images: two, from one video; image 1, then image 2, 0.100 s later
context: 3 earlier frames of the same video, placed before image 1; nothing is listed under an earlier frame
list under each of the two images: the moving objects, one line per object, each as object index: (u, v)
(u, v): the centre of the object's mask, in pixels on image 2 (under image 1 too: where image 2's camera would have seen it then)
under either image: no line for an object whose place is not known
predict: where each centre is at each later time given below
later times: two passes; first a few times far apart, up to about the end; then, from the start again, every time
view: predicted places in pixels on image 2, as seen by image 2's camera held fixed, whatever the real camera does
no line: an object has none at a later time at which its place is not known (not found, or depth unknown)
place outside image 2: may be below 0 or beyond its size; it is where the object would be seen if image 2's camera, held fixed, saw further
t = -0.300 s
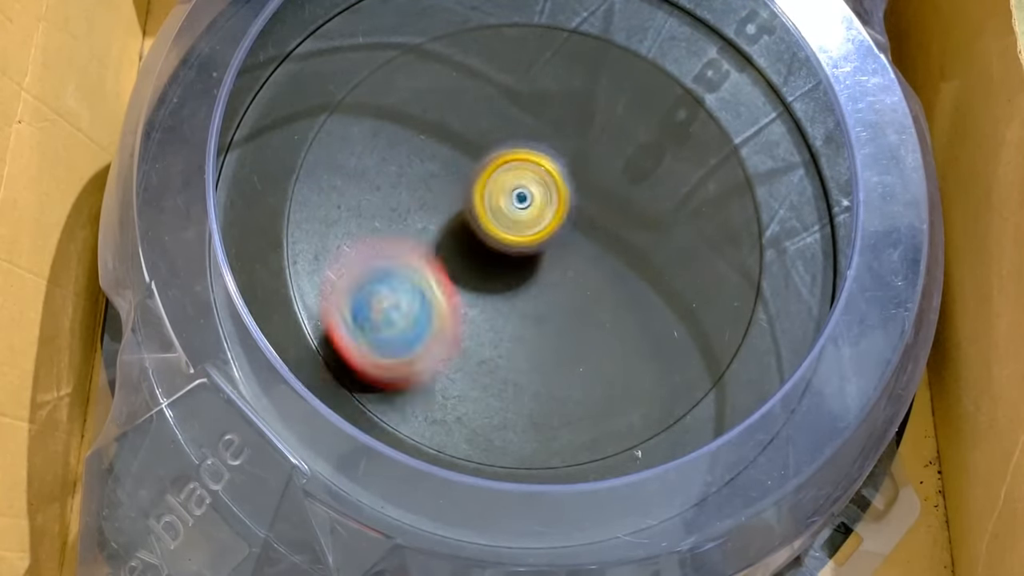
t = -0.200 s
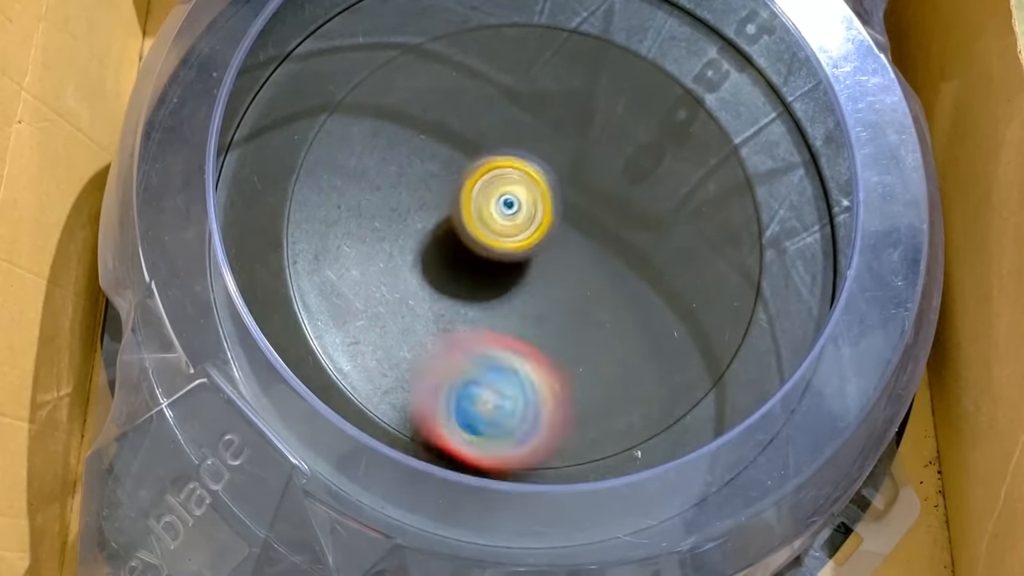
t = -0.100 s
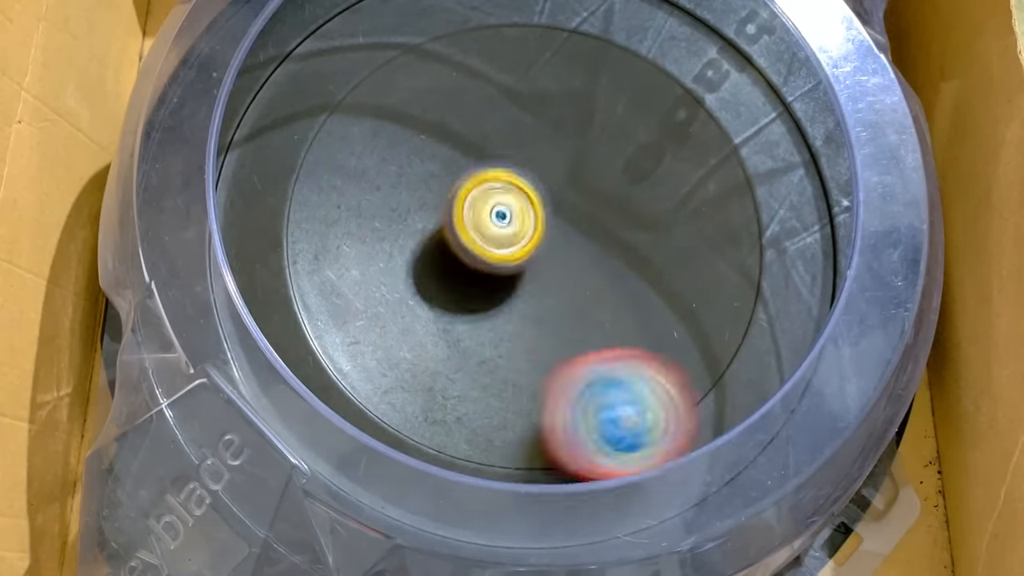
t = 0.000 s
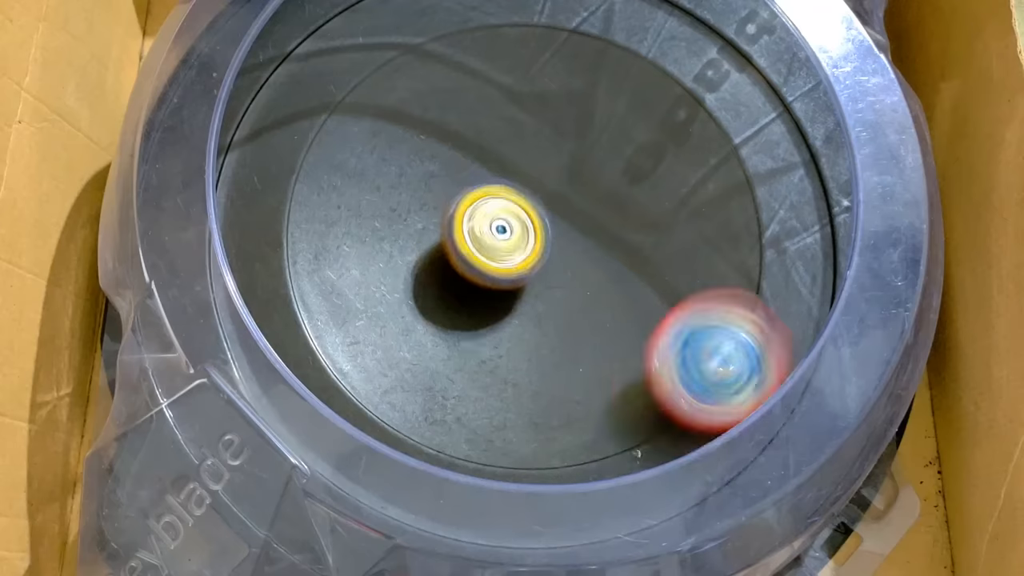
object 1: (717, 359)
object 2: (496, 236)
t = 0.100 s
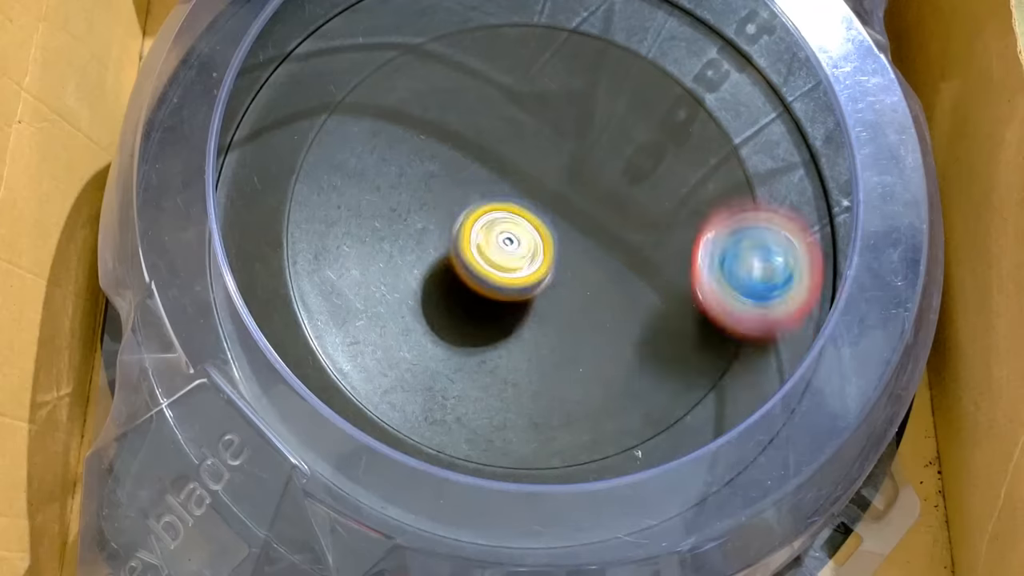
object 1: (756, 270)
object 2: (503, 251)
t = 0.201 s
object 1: (732, 169)
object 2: (517, 260)
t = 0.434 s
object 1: (492, 73)
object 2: (554, 254)
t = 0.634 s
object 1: (335, 234)
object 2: (564, 227)
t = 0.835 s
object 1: (455, 407)
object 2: (543, 203)
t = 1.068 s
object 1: (678, 319)
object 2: (506, 209)
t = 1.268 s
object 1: (633, 110)
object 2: (500, 235)
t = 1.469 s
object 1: (432, 70)
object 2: (519, 258)
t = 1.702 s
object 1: (358, 257)
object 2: (554, 251)
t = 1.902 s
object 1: (544, 350)
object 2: (561, 224)
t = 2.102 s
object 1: (677, 218)
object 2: (538, 204)
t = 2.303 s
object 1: (594, 83)
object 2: (509, 209)
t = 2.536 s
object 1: (427, 145)
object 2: (501, 242)
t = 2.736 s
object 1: (393, 195)
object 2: (593, 371)
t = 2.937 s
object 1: (387, 211)
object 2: (738, 471)
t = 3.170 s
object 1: (511, 222)
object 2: (641, 429)
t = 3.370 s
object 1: (585, 154)
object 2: (560, 358)
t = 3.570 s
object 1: (592, 103)
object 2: (490, 251)
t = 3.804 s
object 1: (557, 174)
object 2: (444, 230)
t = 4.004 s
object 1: (597, 251)
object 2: (421, 255)
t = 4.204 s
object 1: (632, 290)
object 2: (466, 272)
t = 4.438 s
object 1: (613, 297)
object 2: (519, 234)
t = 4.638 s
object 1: (542, 285)
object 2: (559, 153)
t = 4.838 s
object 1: (478, 268)
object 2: (598, 156)
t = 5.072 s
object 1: (436, 249)
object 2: (596, 164)
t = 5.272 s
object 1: (458, 224)
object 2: (577, 205)
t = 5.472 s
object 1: (490, 187)
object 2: (595, 254)
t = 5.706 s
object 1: (522, 156)
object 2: (575, 270)
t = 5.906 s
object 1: (570, 112)
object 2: (499, 341)
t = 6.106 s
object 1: (612, 101)
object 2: (447, 348)
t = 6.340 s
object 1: (614, 163)
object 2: (458, 294)
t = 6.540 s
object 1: (571, 232)
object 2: (462, 233)
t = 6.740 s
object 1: (537, 285)
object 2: (464, 156)
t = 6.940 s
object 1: (497, 291)
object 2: (568, 223)
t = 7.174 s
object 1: (478, 214)
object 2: (603, 276)
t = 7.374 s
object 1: (497, 191)
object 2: (582, 263)
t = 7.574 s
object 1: (510, 188)
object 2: (559, 278)
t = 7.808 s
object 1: (541, 192)
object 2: (547, 296)
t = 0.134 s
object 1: (755, 235)
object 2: (507, 255)
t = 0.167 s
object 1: (746, 200)
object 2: (512, 258)
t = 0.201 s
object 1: (732, 169)
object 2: (517, 260)
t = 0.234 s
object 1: (710, 142)
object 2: (523, 262)
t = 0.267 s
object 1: (683, 117)
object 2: (529, 262)
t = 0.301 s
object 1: (652, 96)
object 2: (534, 263)
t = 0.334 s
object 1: (616, 81)
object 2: (541, 261)
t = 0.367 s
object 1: (575, 70)
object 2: (545, 260)
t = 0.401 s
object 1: (533, 68)
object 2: (550, 258)
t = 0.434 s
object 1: (492, 73)
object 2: (554, 254)
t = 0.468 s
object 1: (451, 85)
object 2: (559, 251)
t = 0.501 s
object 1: (417, 105)
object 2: (561, 246)
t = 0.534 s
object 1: (386, 129)
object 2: (563, 242)
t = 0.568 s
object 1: (361, 161)
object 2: (565, 236)
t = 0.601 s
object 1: (345, 197)
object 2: (564, 232)
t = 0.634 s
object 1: (335, 234)
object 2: (564, 227)
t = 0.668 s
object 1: (336, 273)
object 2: (562, 221)
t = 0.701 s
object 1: (344, 307)
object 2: (560, 216)
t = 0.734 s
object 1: (363, 344)
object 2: (557, 211)
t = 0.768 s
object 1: (387, 370)
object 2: (552, 209)
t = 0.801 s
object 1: (420, 392)
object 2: (548, 205)
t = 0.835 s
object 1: (455, 407)
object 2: (543, 203)
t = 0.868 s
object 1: (489, 415)
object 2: (538, 201)
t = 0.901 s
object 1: (527, 417)
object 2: (532, 200)
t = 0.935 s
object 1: (564, 411)
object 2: (527, 200)
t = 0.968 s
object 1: (599, 398)
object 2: (521, 201)
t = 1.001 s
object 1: (631, 378)
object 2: (515, 203)
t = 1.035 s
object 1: (658, 351)
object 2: (512, 205)
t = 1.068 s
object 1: (678, 319)
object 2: (506, 209)
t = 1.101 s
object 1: (690, 284)
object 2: (504, 212)
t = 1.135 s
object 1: (695, 246)
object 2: (500, 216)
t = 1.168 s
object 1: (690, 208)
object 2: (499, 221)
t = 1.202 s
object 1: (679, 173)
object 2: (498, 226)
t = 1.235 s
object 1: (659, 140)
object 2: (499, 231)
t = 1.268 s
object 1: (633, 110)
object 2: (500, 235)
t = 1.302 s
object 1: (604, 87)
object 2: (501, 240)
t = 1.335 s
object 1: (570, 70)
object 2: (503, 245)
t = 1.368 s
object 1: (535, 59)
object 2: (506, 249)
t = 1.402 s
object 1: (498, 56)
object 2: (510, 254)
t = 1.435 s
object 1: (465, 59)
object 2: (514, 256)
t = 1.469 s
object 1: (432, 70)
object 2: (519, 258)
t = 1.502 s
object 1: (404, 86)
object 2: (525, 260)
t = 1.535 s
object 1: (380, 108)
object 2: (532, 260)
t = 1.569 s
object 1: (361, 132)
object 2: (537, 260)
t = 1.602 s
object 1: (350, 162)
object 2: (542, 258)
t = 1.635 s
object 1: (345, 193)
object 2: (547, 257)
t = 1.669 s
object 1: (348, 225)
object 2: (551, 254)
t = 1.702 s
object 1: (358, 257)
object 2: (554, 251)
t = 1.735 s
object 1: (376, 286)
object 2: (558, 247)
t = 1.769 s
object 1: (403, 314)
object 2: (560, 242)
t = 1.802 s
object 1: (432, 333)
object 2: (562, 238)
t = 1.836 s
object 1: (469, 347)
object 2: (562, 233)
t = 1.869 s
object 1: (505, 352)
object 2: (561, 229)
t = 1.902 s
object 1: (544, 350)
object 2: (561, 224)
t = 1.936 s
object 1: (581, 341)
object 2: (558, 218)
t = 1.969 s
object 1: (613, 324)
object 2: (556, 215)
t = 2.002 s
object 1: (639, 302)
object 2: (553, 210)
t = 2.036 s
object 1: (658, 276)
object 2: (548, 208)
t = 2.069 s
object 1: (670, 248)
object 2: (544, 205)
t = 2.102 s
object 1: (677, 218)
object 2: (538, 204)
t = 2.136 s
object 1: (676, 190)
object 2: (534, 203)
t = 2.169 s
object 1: (669, 160)
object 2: (530, 203)
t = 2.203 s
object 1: (657, 134)
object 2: (524, 205)
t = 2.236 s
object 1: (641, 112)
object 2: (519, 206)
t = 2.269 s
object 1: (618, 95)
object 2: (514, 207)
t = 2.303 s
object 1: (594, 83)
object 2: (509, 209)
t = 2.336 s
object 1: (567, 76)
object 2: (506, 212)
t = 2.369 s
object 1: (539, 74)
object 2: (503, 216)
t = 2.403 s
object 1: (511, 78)
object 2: (499, 220)
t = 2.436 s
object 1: (485, 87)
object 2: (498, 225)
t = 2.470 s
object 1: (461, 104)
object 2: (498, 229)
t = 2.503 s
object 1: (441, 123)
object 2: (498, 235)
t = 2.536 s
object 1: (427, 145)
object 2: (501, 242)
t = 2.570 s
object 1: (418, 161)
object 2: (506, 260)
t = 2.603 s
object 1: (412, 179)
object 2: (509, 274)
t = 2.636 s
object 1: (412, 200)
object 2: (513, 285)
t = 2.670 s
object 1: (414, 216)
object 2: (523, 300)
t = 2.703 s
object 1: (400, 206)
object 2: (557, 337)
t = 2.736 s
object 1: (393, 195)
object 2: (593, 371)
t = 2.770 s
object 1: (389, 192)
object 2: (622, 397)
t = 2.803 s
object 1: (386, 192)
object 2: (647, 414)
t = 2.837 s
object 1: (382, 194)
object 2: (664, 422)
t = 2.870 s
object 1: (378, 198)
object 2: (690, 441)
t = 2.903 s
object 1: (379, 204)
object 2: (714, 457)
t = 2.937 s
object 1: (387, 211)
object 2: (738, 471)
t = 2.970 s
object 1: (399, 218)
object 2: (754, 482)
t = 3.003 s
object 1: (415, 222)
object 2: (754, 482)
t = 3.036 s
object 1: (433, 226)
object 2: (731, 478)
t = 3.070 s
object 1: (451, 228)
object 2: (701, 467)
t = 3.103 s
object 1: (471, 229)
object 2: (677, 453)
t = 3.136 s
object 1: (492, 227)
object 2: (660, 442)
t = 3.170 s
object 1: (511, 222)
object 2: (641, 429)
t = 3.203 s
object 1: (528, 214)
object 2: (630, 423)
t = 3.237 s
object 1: (545, 205)
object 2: (618, 417)
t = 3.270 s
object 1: (558, 192)
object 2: (604, 404)
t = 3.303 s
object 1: (570, 179)
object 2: (590, 389)
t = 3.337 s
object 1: (578, 166)
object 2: (575, 375)
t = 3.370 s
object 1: (585, 154)
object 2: (560, 358)
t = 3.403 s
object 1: (589, 144)
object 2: (547, 339)
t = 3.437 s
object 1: (592, 134)
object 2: (532, 320)
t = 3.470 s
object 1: (595, 124)
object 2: (520, 302)
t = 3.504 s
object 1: (596, 116)
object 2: (509, 282)
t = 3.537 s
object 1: (595, 108)
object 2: (498, 264)
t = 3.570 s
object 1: (592, 103)
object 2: (490, 251)
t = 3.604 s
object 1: (586, 101)
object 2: (483, 240)
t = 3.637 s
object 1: (578, 105)
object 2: (477, 234)
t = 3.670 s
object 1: (569, 114)
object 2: (472, 229)
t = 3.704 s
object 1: (562, 127)
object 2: (468, 227)
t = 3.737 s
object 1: (555, 142)
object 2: (462, 225)
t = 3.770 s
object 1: (552, 158)
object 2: (457, 227)
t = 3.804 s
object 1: (557, 174)
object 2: (444, 230)
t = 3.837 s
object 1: (563, 190)
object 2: (432, 234)
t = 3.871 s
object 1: (569, 204)
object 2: (427, 237)
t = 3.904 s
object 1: (575, 217)
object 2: (423, 241)
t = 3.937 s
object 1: (582, 230)
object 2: (420, 246)
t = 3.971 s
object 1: (589, 242)
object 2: (420, 250)
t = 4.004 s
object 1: (597, 251)
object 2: (421, 255)
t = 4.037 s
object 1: (604, 258)
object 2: (425, 259)
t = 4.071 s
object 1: (610, 266)
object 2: (431, 262)
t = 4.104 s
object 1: (617, 272)
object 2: (437, 267)
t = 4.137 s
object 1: (622, 278)
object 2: (445, 270)
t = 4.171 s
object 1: (627, 284)
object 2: (456, 272)
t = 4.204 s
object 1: (632, 290)
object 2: (466, 272)
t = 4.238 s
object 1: (635, 294)
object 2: (477, 270)
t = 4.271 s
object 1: (637, 299)
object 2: (485, 267)
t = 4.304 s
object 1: (636, 302)
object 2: (494, 263)
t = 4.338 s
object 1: (634, 304)
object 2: (501, 257)
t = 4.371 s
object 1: (629, 302)
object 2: (507, 251)
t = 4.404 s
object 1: (621, 299)
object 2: (514, 243)
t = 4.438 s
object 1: (613, 297)
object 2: (519, 234)
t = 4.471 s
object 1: (604, 296)
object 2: (522, 219)
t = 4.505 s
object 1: (592, 295)
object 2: (528, 200)
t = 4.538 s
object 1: (579, 295)
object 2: (532, 186)
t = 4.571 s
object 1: (567, 291)
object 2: (540, 170)
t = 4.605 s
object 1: (554, 288)
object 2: (549, 159)
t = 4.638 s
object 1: (542, 285)
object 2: (559, 153)
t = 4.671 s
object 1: (531, 282)
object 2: (568, 151)
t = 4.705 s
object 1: (519, 278)
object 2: (578, 152)
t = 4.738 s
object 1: (507, 276)
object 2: (585, 154)
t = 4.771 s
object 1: (497, 273)
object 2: (590, 155)
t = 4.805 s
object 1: (487, 270)
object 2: (594, 156)
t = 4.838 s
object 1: (478, 268)
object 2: (598, 156)
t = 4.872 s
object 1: (471, 266)
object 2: (601, 156)
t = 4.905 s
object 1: (463, 263)
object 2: (604, 156)
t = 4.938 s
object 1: (455, 261)
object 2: (604, 156)
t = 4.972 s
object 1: (450, 259)
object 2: (602, 156)
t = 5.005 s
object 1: (443, 255)
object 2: (601, 158)
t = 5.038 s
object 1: (439, 252)
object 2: (599, 161)
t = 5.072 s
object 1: (436, 249)
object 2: (596, 164)
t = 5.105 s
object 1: (433, 245)
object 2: (591, 169)
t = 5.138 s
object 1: (434, 242)
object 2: (587, 175)
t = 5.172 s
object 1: (437, 237)
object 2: (583, 182)
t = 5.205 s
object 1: (443, 234)
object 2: (580, 188)
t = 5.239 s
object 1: (450, 230)
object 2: (578, 197)
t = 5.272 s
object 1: (458, 224)
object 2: (577, 205)
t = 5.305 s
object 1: (465, 218)
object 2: (577, 212)
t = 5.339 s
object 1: (469, 212)
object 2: (585, 219)
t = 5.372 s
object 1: (473, 206)
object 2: (591, 226)
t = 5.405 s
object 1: (479, 199)
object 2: (595, 234)
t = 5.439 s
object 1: (485, 193)
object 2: (596, 244)
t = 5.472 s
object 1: (490, 187)
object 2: (595, 254)
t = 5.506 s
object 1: (495, 182)
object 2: (592, 262)
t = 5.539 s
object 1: (502, 176)
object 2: (588, 267)
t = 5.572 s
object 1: (506, 171)
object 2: (585, 272)
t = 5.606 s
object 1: (511, 167)
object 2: (583, 273)
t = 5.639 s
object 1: (515, 162)
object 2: (580, 276)
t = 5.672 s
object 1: (518, 159)
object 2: (578, 272)
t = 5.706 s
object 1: (522, 156)
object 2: (575, 270)
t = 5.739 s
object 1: (525, 153)
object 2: (568, 267)
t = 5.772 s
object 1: (528, 152)
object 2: (561, 267)
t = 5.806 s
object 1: (531, 153)
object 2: (557, 264)
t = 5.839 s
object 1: (544, 139)
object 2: (541, 289)
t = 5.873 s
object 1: (558, 121)
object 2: (518, 312)
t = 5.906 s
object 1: (570, 112)
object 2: (499, 341)
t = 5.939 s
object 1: (579, 105)
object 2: (482, 352)
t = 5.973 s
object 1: (587, 101)
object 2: (468, 356)
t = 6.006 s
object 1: (593, 96)
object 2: (456, 359)
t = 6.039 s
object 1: (602, 96)
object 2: (450, 355)
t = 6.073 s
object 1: (606, 98)
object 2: (447, 352)
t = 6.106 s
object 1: (612, 101)
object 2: (447, 348)
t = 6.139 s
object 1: (616, 107)
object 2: (446, 340)
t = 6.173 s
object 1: (618, 111)
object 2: (448, 333)
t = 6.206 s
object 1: (621, 121)
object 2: (450, 325)
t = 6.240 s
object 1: (619, 131)
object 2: (451, 319)
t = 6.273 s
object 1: (619, 141)
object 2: (453, 312)
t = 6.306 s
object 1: (617, 153)
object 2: (455, 303)
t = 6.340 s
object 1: (614, 163)
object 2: (458, 294)
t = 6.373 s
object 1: (611, 178)
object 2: (461, 285)
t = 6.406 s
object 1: (601, 190)
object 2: (463, 276)
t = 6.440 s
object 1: (594, 202)
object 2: (466, 264)
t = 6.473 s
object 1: (585, 212)
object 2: (468, 253)
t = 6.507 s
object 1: (577, 222)
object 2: (469, 244)
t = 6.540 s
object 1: (571, 232)
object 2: (462, 233)
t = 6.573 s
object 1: (572, 244)
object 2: (443, 216)
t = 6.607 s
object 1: (569, 255)
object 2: (434, 199)
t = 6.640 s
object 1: (561, 264)
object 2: (433, 182)
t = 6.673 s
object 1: (553, 272)
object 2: (438, 169)
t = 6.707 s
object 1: (546, 279)
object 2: (449, 159)
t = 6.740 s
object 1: (537, 285)
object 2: (464, 156)
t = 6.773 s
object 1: (530, 290)
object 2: (482, 157)
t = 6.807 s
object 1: (523, 293)
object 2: (501, 163)
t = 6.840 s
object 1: (517, 294)
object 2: (522, 175)
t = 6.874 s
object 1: (511, 295)
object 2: (537, 189)
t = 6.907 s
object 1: (506, 294)
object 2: (553, 208)
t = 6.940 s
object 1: (497, 291)
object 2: (568, 223)
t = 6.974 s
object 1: (491, 283)
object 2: (578, 238)
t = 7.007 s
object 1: (487, 274)
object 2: (587, 251)
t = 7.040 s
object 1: (486, 262)
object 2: (593, 259)
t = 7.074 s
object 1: (482, 250)
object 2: (599, 265)
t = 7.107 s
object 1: (479, 236)
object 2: (602, 270)
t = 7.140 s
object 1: (480, 226)
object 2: (602, 273)
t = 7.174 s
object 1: (478, 214)
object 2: (603, 276)
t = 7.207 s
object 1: (480, 205)
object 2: (603, 277)
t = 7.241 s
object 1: (481, 199)
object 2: (601, 276)
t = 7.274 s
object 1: (487, 196)
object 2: (598, 273)
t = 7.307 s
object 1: (489, 194)
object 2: (595, 269)
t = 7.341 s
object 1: (493, 191)
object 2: (589, 265)
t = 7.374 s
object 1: (497, 191)
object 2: (582, 263)
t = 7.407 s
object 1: (500, 192)
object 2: (574, 263)
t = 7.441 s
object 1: (502, 191)
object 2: (570, 267)
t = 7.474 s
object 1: (504, 191)
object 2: (565, 270)
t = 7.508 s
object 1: (506, 189)
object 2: (562, 273)
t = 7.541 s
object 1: (507, 187)
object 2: (561, 277)
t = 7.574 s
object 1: (510, 188)
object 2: (559, 278)
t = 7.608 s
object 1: (512, 189)
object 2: (558, 281)
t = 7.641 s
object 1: (516, 190)
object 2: (556, 283)
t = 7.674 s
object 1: (520, 192)
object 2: (554, 287)
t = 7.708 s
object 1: (526, 191)
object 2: (551, 292)
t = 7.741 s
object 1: (532, 193)
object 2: (550, 293)
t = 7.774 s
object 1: (537, 193)
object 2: (548, 295)
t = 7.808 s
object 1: (541, 192)
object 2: (547, 296)
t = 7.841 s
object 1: (544, 191)
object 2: (547, 295)
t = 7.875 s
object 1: (546, 191)
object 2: (548, 294)
